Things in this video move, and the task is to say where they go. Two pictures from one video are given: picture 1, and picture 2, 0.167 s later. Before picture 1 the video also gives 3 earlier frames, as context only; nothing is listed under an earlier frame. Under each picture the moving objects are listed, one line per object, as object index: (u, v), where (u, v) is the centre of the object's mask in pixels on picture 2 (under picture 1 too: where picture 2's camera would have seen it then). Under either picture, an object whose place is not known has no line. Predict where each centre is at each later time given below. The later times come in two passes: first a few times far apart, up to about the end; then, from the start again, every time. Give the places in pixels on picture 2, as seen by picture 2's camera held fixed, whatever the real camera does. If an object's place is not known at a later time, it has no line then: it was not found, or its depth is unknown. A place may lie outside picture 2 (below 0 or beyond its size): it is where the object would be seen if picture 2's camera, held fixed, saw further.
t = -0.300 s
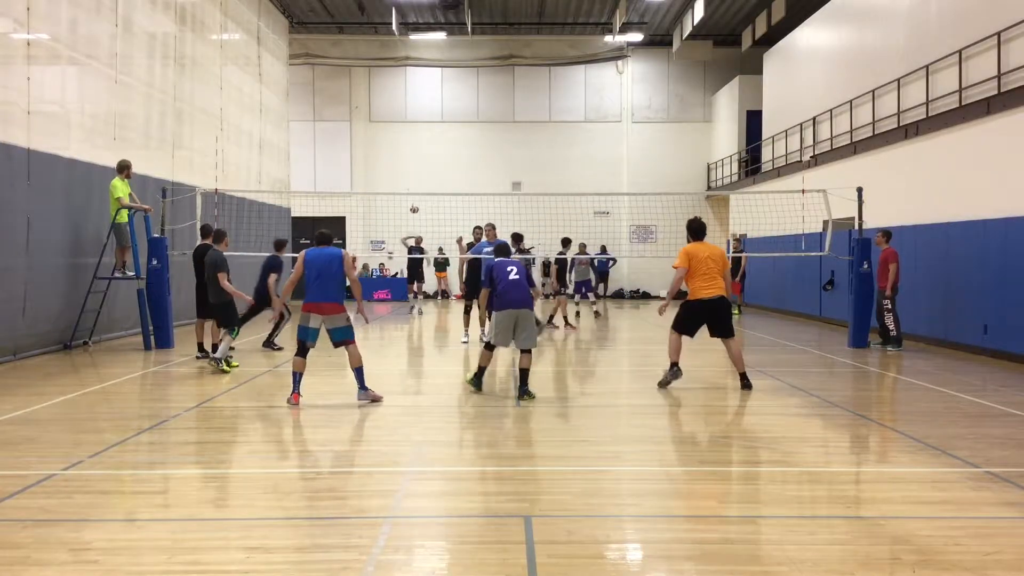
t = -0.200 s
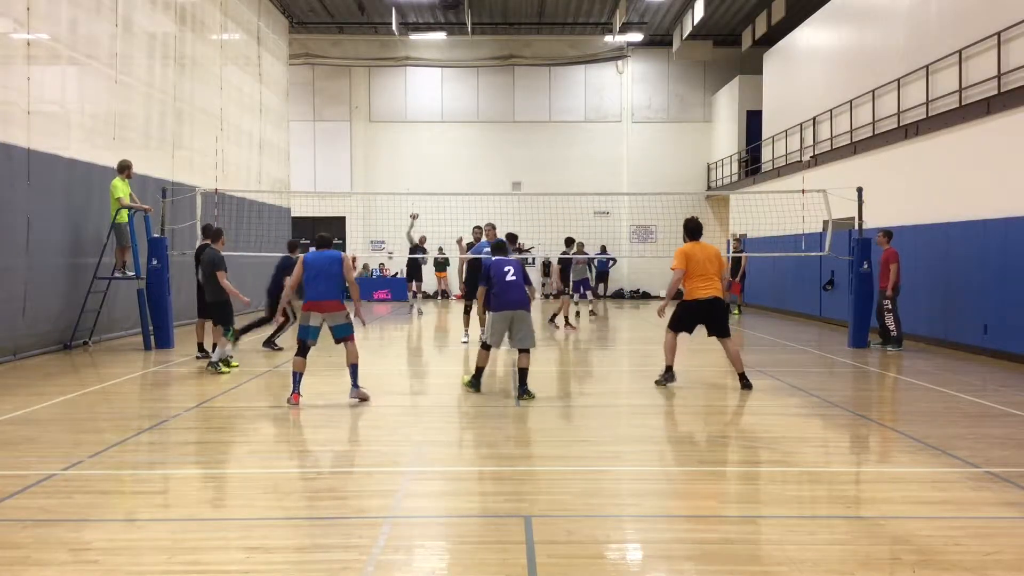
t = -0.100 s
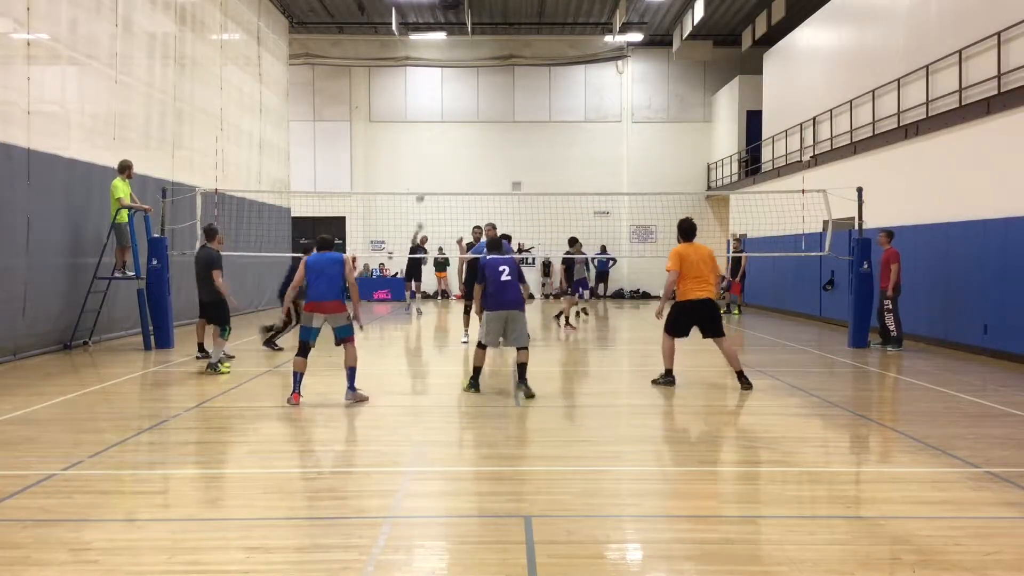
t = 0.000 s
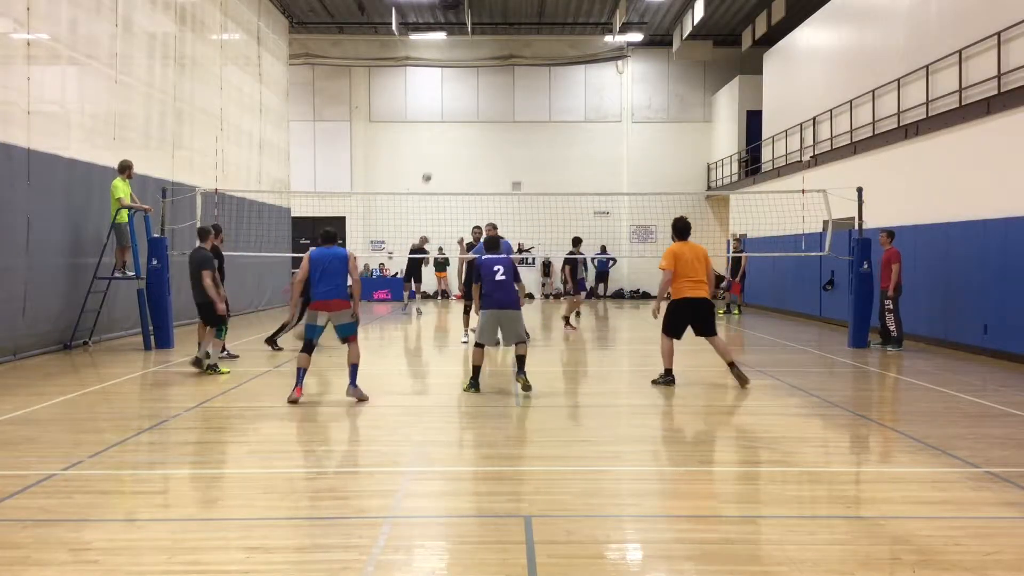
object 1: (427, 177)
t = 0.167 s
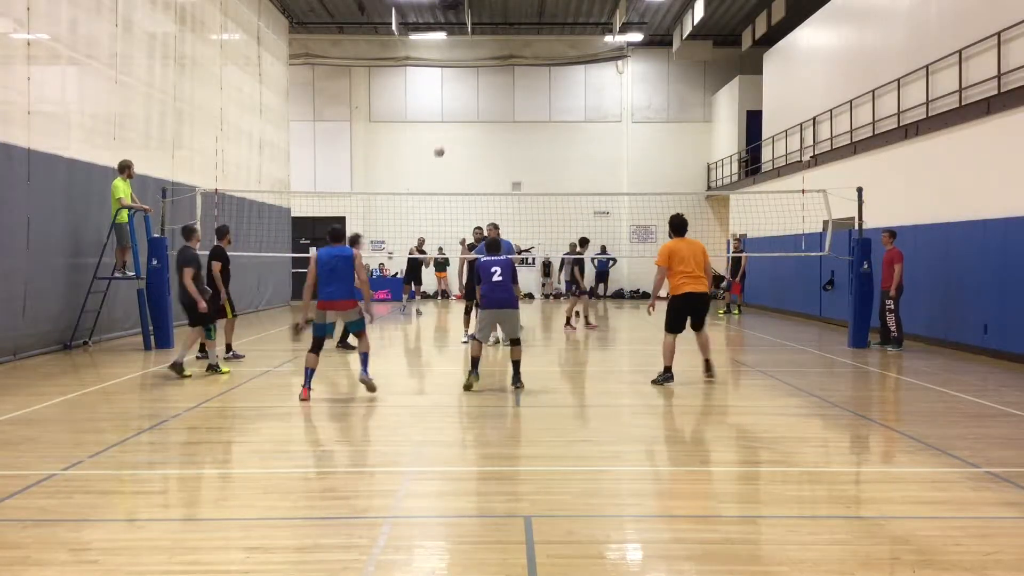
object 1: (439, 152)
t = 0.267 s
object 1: (447, 141)
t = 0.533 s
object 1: (472, 140)
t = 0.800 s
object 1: (504, 185)
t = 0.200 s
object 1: (442, 148)
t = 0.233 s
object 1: (444, 144)
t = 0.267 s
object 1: (447, 141)
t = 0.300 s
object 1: (450, 138)
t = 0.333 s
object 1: (452, 137)
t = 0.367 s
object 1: (455, 135)
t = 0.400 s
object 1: (458, 134)
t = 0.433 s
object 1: (461, 135)
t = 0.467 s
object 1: (464, 135)
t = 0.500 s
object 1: (468, 138)
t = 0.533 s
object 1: (472, 140)
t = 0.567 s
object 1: (475, 142)
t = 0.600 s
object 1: (479, 146)
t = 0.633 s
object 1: (484, 150)
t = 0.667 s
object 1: (489, 155)
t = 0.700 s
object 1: (492, 161)
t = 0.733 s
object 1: (496, 168)
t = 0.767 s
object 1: (500, 176)
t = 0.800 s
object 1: (504, 185)
